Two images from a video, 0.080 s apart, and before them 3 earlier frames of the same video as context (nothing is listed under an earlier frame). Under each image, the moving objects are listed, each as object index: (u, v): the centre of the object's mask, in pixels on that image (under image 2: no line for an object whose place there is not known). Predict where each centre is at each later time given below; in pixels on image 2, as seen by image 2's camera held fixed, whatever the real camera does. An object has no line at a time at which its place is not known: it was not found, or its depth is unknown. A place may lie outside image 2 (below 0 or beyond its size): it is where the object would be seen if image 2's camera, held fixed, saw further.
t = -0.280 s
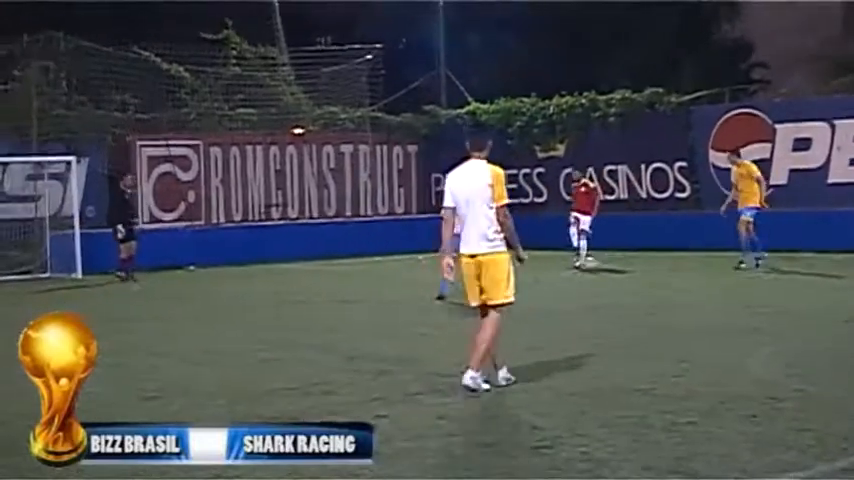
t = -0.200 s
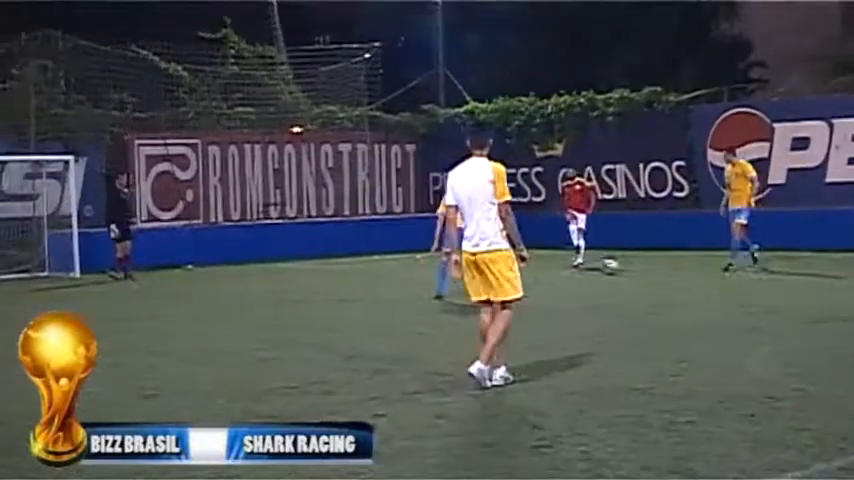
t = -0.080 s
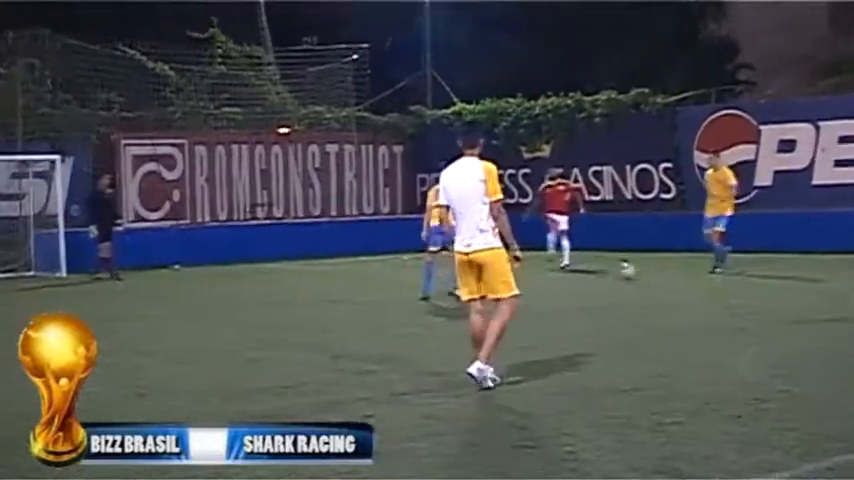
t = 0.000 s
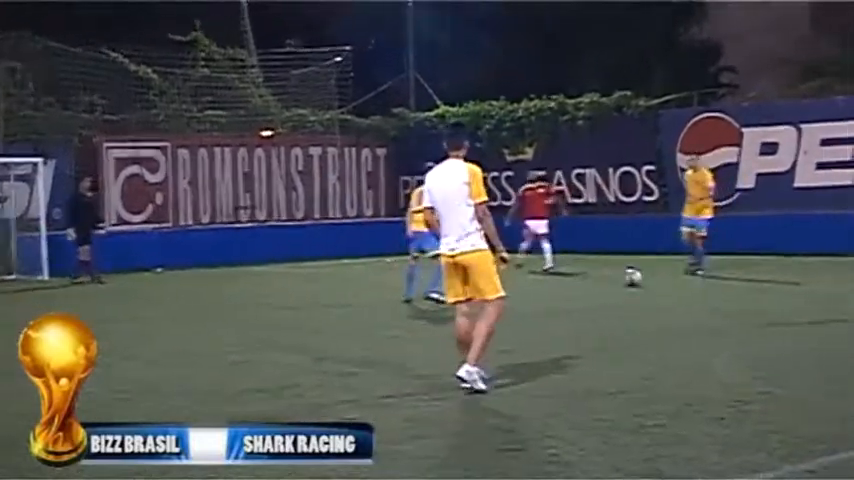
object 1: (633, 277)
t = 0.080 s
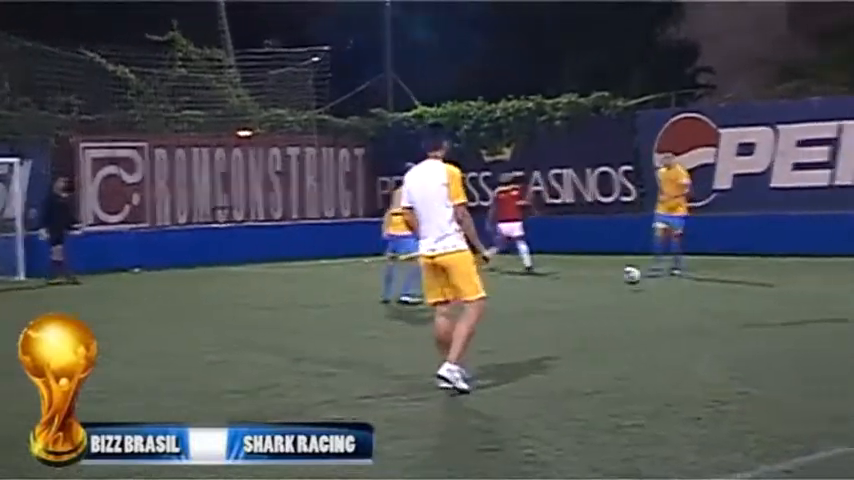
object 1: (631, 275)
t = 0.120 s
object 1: (642, 276)
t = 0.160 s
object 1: (652, 279)
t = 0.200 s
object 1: (665, 284)
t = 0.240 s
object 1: (674, 286)
